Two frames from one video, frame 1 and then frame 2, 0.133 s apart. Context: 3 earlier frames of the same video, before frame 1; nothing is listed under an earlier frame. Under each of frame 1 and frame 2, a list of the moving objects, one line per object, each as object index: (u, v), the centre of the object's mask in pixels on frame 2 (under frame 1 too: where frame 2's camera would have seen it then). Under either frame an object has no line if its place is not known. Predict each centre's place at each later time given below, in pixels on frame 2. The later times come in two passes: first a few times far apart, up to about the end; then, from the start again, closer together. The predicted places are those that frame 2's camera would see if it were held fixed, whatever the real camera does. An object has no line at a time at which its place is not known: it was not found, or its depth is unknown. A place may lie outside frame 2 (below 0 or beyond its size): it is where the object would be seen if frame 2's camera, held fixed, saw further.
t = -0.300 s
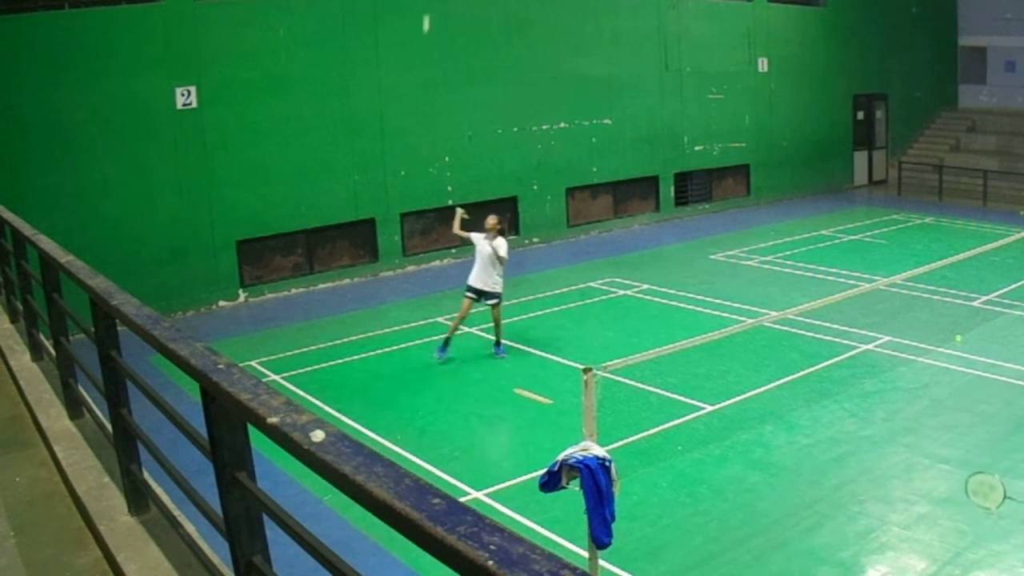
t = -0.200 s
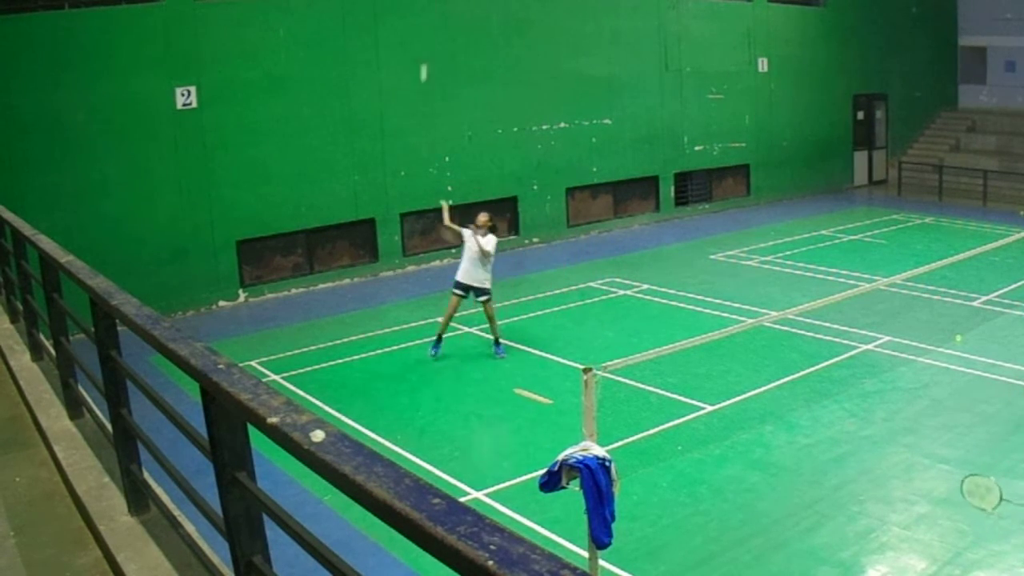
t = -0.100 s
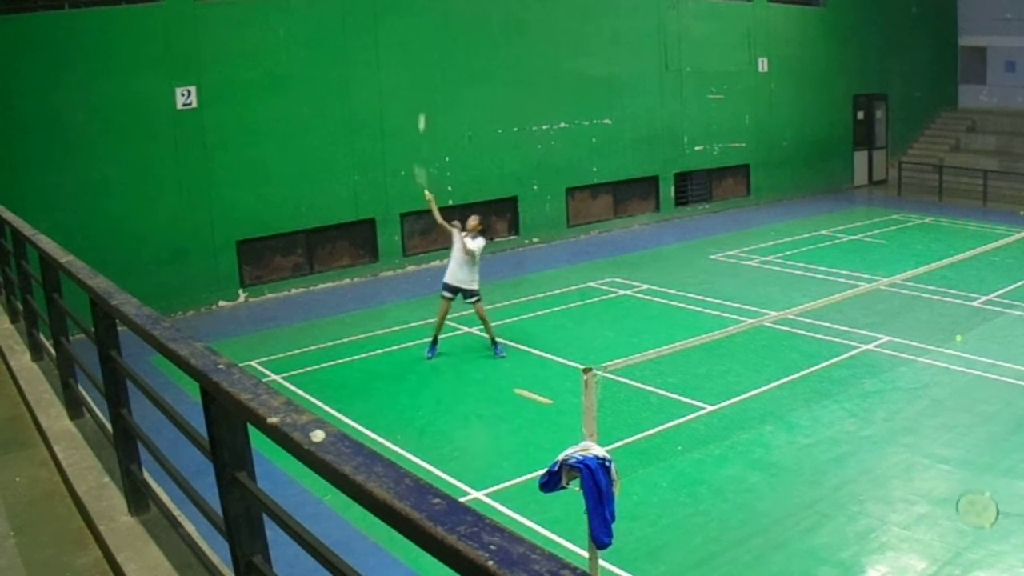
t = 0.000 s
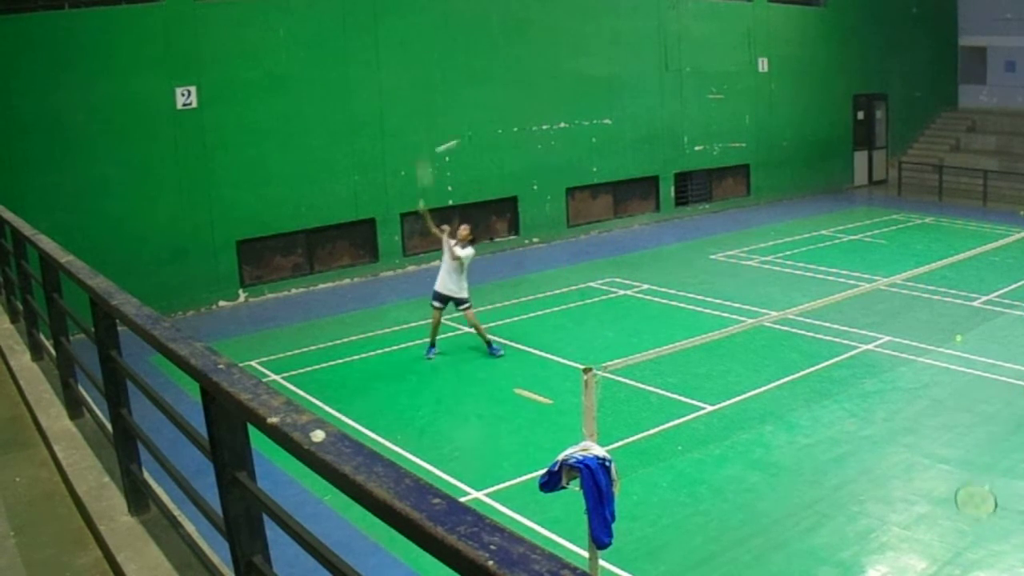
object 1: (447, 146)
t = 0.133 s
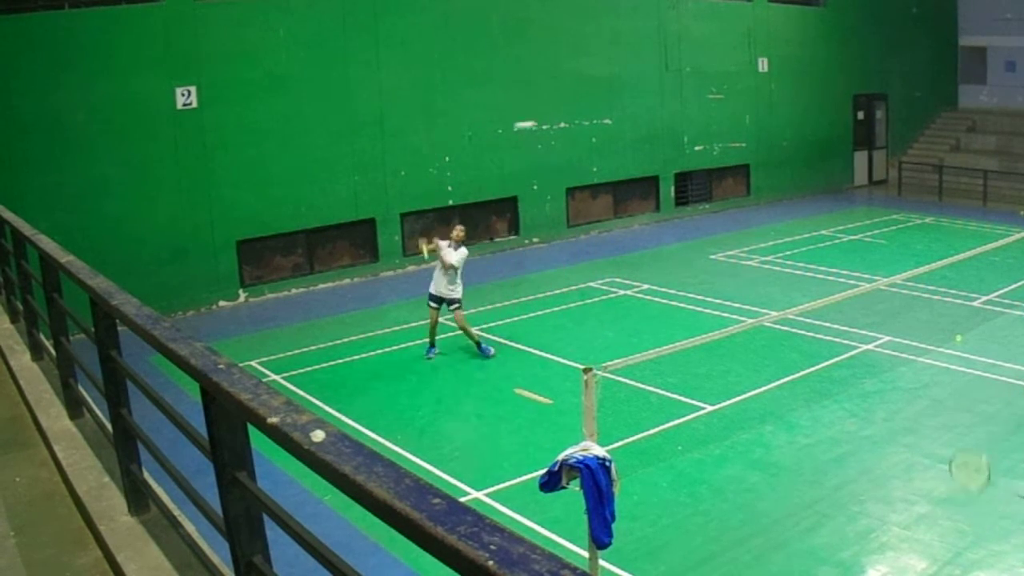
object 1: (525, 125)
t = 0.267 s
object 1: (597, 129)
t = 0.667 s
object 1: (802, 295)
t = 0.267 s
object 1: (597, 129)
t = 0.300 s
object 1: (616, 133)
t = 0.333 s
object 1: (633, 139)
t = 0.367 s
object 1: (651, 147)
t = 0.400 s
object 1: (668, 156)
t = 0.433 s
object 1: (686, 168)
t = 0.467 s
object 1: (703, 180)
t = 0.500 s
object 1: (720, 195)
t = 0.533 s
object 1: (737, 212)
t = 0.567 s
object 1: (754, 230)
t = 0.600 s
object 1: (770, 249)
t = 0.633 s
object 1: (788, 273)
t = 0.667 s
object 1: (802, 295)
